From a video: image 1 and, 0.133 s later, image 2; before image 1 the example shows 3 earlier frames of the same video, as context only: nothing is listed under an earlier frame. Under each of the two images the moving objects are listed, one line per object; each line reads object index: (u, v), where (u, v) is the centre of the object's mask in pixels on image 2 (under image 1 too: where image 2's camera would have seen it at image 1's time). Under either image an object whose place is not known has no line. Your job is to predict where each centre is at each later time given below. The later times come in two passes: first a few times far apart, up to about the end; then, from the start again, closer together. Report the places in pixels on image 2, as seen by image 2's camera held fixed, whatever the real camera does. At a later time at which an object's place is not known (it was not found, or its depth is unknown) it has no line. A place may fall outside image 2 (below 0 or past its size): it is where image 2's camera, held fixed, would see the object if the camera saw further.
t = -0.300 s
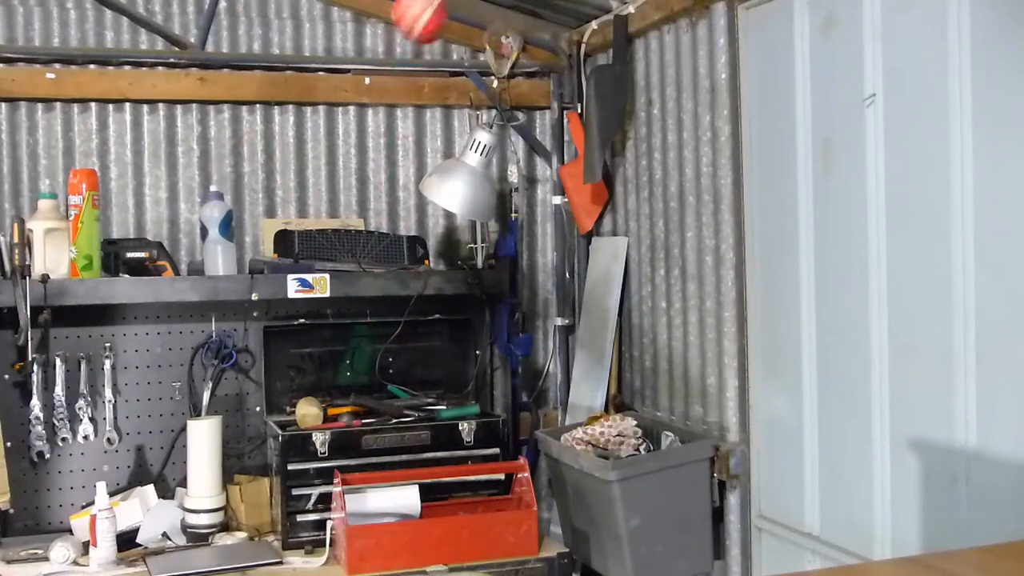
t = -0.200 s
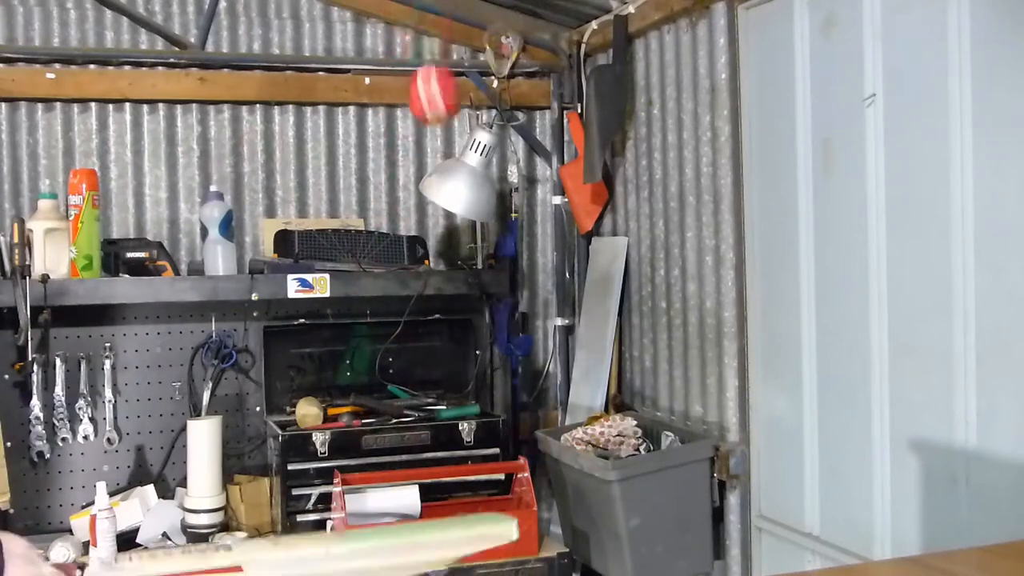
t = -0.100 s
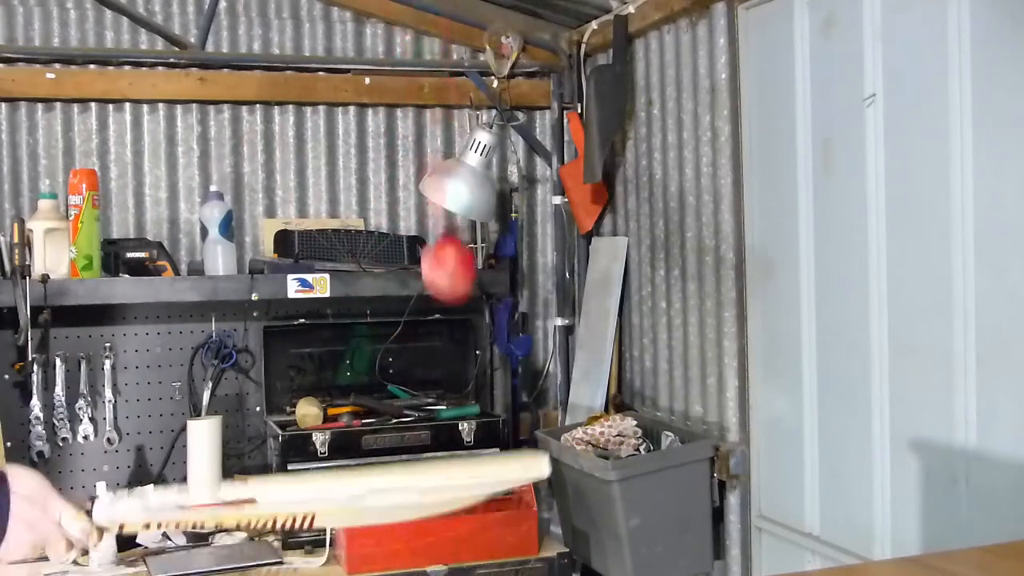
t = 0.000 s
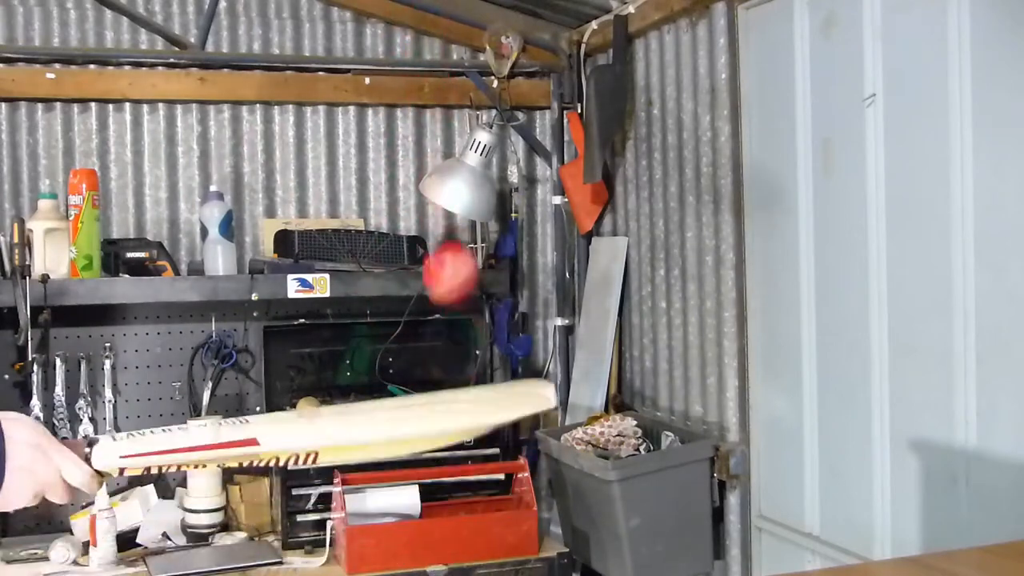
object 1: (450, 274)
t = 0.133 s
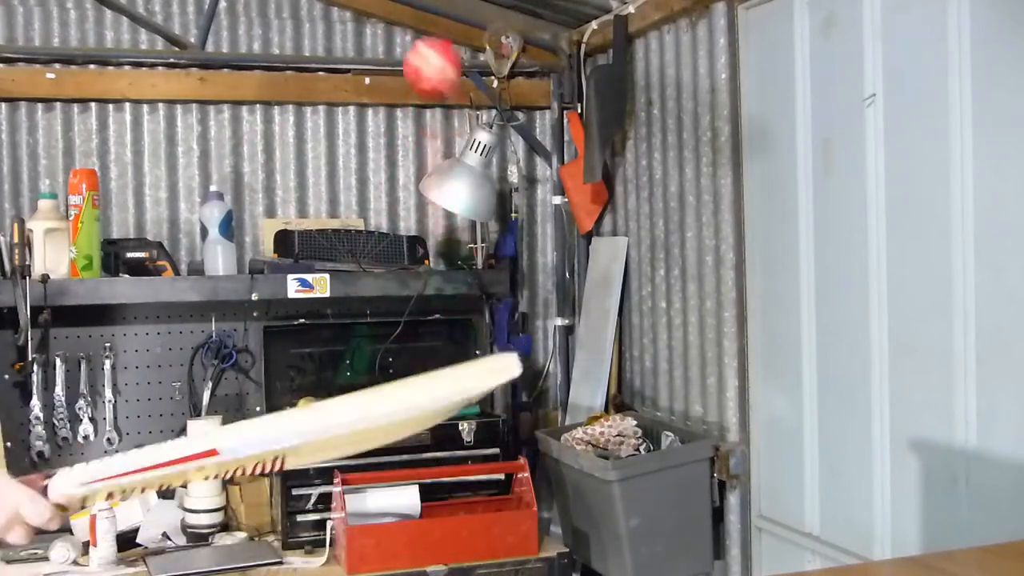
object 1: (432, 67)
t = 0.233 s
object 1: (420, 12)
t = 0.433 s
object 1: (401, 120)
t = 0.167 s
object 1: (429, 35)
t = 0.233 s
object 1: (420, 12)
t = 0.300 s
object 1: (413, 12)
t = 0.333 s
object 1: (410, 18)
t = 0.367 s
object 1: (407, 36)
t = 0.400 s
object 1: (404, 73)
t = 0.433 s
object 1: (401, 120)
